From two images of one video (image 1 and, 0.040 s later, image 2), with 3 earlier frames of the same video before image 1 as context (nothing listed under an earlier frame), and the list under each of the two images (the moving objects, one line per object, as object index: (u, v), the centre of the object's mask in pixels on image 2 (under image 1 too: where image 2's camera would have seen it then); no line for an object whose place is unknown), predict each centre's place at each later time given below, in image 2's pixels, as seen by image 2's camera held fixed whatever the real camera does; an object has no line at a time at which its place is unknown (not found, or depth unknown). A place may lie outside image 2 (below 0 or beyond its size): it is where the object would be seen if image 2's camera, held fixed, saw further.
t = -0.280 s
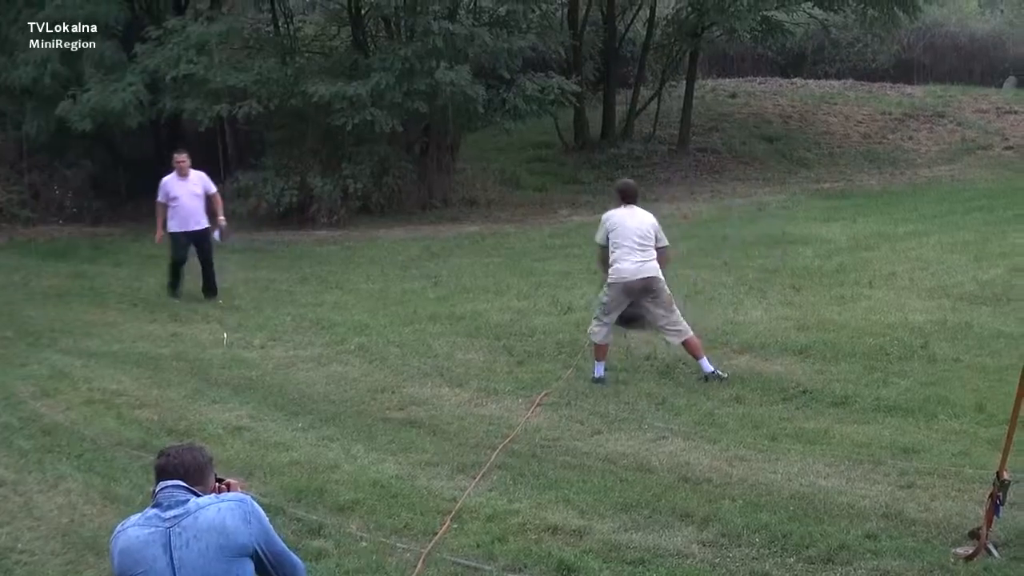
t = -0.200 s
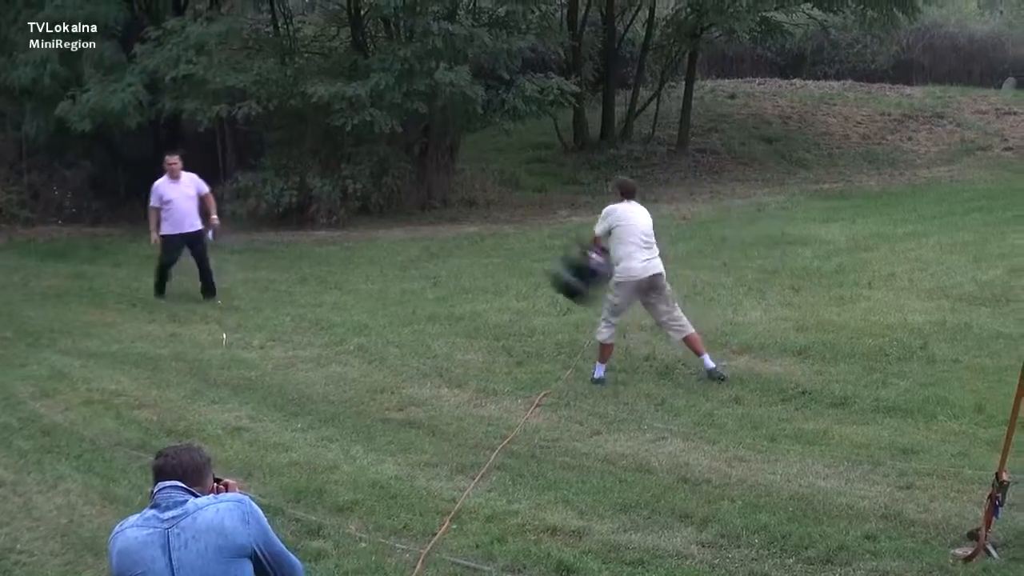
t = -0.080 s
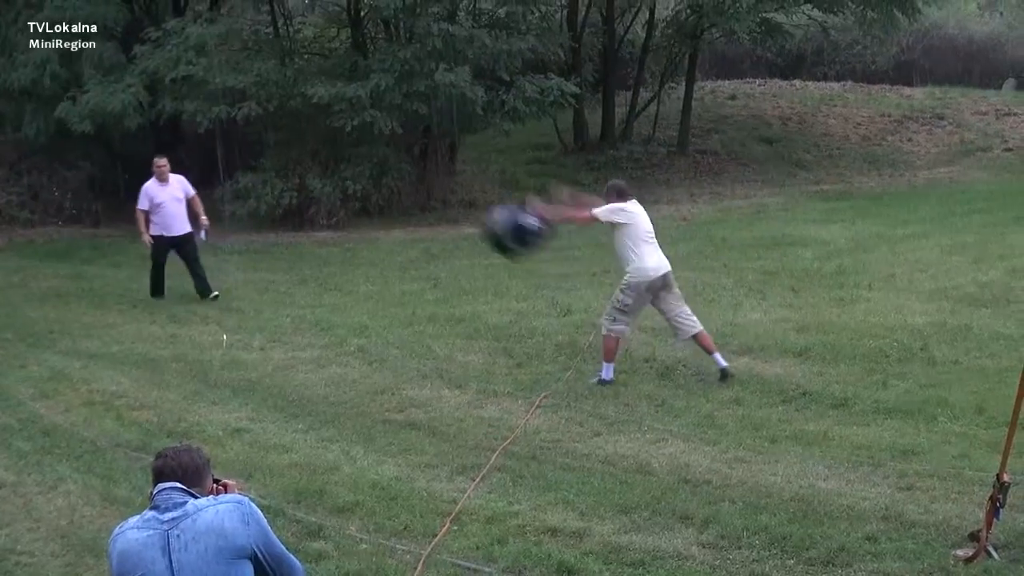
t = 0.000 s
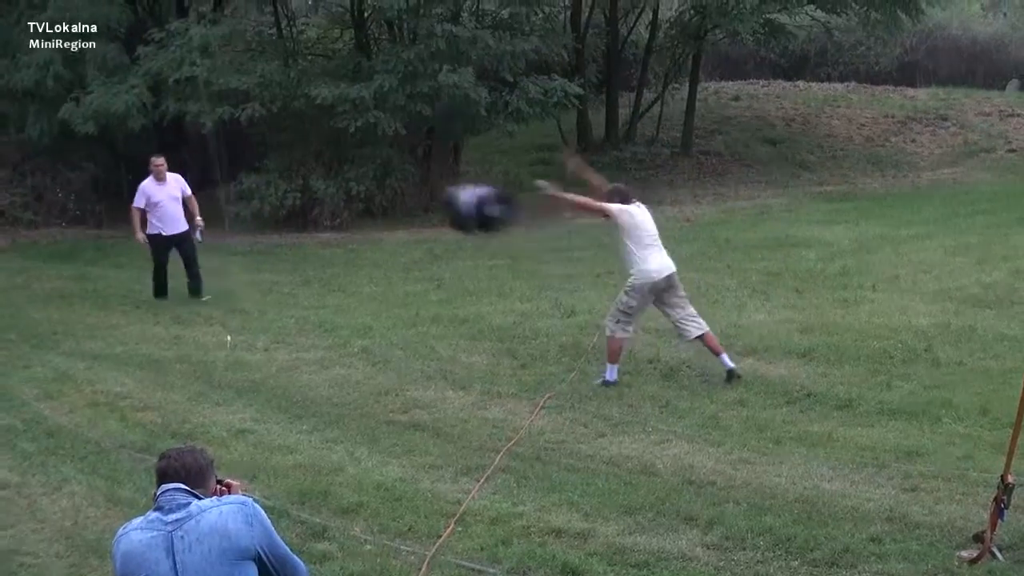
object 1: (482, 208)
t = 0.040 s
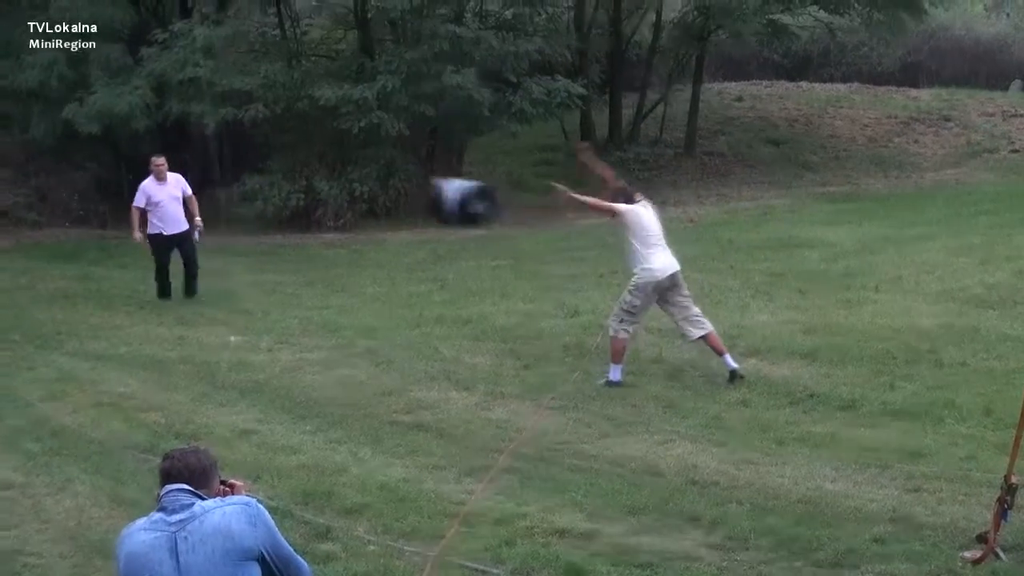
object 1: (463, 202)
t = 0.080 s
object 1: (438, 194)
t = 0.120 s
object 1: (418, 192)
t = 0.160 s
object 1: (401, 192)
